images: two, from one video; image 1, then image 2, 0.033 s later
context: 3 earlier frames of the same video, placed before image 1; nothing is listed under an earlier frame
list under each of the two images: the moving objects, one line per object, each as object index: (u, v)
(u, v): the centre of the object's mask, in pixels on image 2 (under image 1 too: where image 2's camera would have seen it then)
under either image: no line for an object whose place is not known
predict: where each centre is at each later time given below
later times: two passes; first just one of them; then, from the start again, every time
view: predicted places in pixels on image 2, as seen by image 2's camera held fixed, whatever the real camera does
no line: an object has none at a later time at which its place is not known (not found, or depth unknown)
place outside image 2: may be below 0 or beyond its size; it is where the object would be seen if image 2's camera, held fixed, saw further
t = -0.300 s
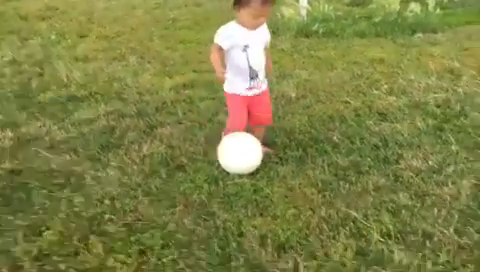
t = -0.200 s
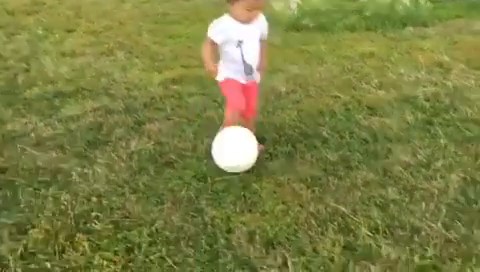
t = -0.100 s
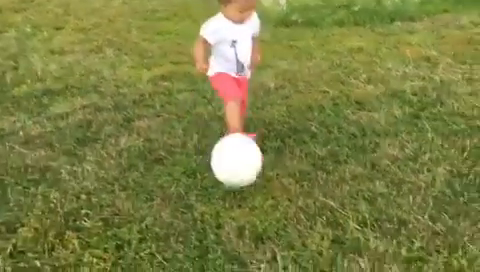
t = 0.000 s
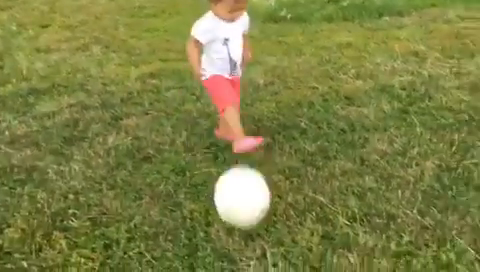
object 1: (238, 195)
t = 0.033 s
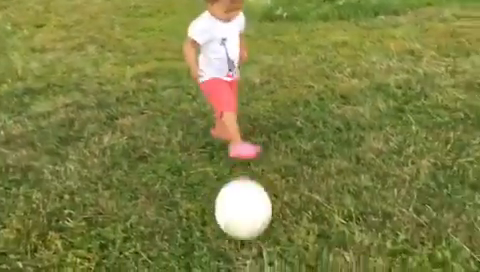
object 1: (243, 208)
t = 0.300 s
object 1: (267, 249)
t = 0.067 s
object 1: (246, 214)
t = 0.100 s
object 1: (249, 217)
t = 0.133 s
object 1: (252, 221)
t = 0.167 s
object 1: (254, 226)
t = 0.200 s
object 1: (257, 231)
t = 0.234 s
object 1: (260, 238)
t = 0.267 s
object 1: (264, 245)
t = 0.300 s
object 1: (267, 249)
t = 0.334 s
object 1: (270, 253)
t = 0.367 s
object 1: (274, 256)
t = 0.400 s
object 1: (277, 260)
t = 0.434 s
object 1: (280, 265)
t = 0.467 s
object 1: (284, 269)
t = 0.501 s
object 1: (287, 272)
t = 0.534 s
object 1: (290, 276)
